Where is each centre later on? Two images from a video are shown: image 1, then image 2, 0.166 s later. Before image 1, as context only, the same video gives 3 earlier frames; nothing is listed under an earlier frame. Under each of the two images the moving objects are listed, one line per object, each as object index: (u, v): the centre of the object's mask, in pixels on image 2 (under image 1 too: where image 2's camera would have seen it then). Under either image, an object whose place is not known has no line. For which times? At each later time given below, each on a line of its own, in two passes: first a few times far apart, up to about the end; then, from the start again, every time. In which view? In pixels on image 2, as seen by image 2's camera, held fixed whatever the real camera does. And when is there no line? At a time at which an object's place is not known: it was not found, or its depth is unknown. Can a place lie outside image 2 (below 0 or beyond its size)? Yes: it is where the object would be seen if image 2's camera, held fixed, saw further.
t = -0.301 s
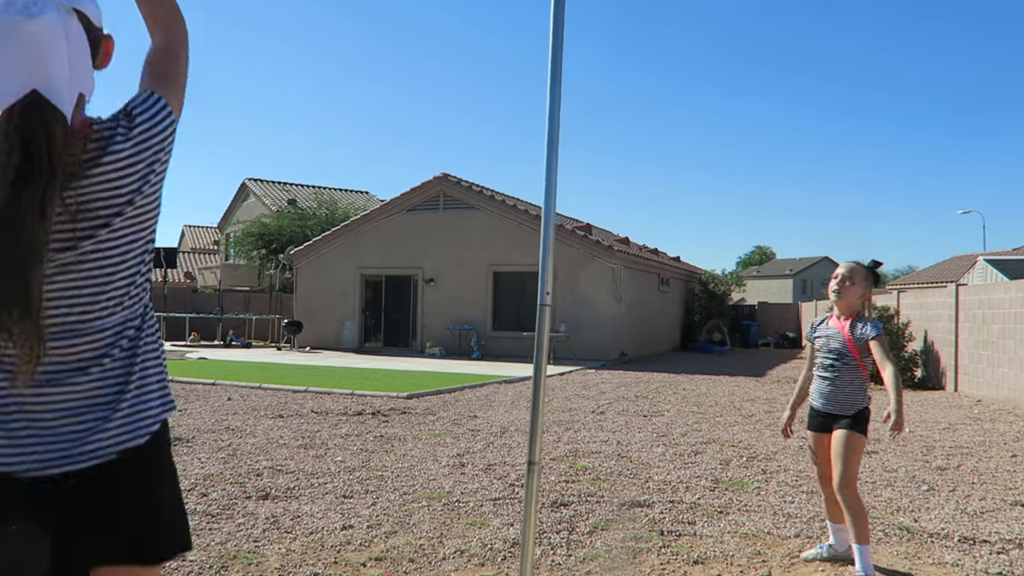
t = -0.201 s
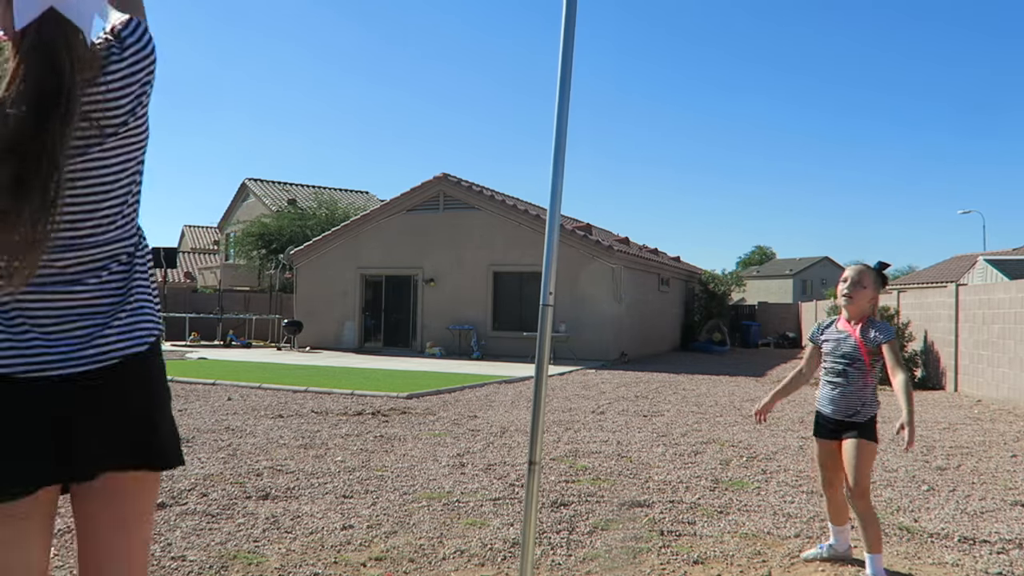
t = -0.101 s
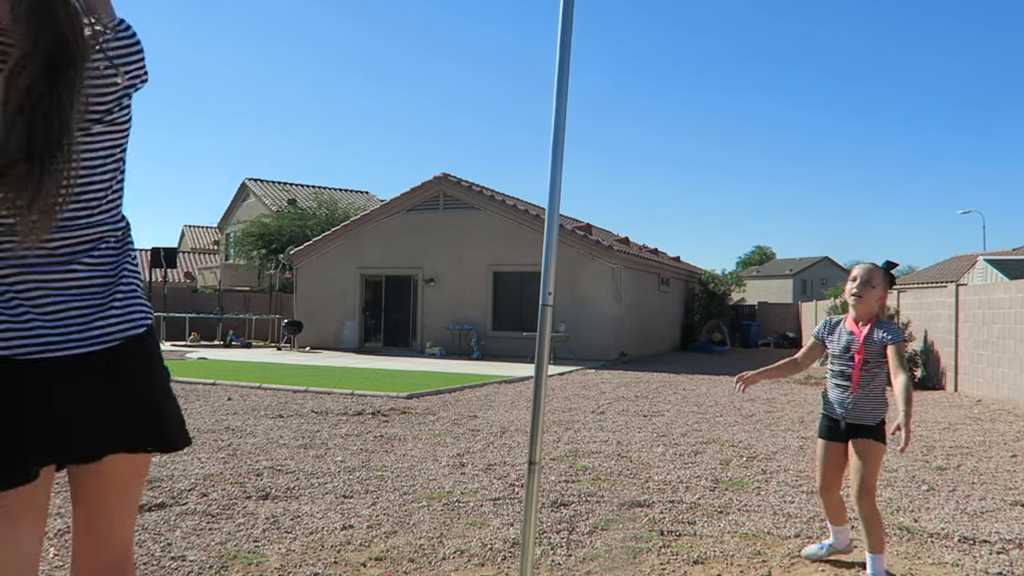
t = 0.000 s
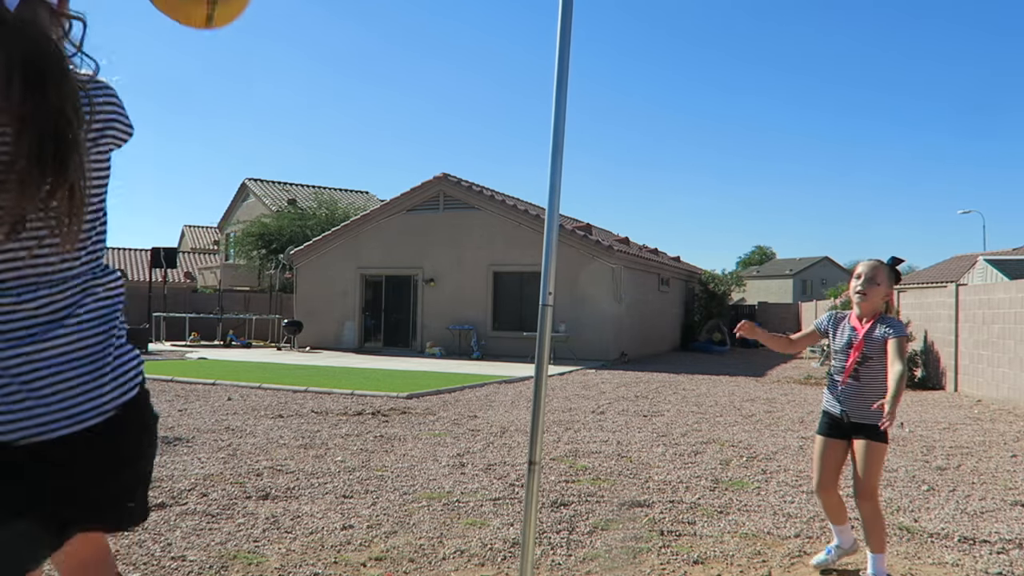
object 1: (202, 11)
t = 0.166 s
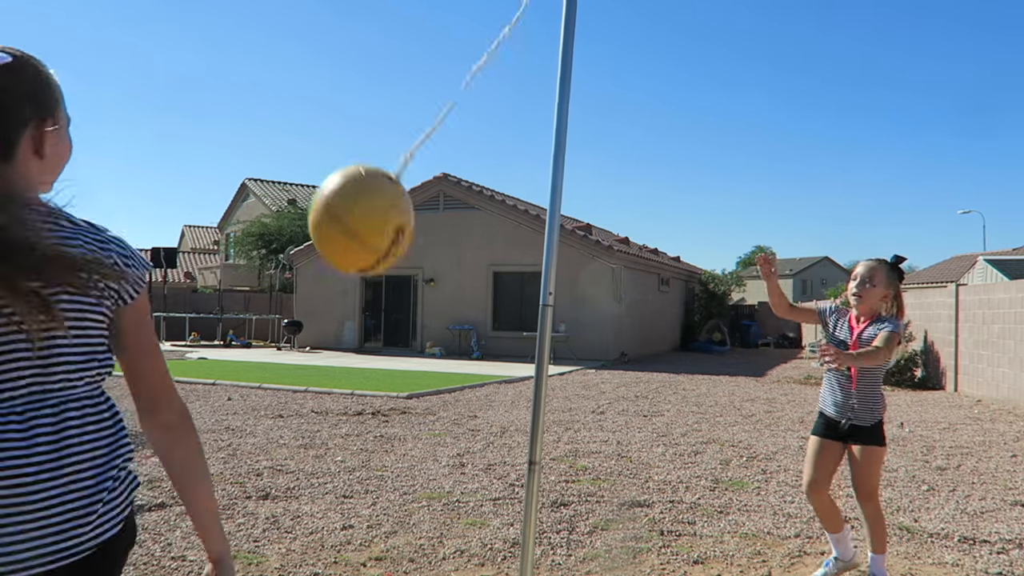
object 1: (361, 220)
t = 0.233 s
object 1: (427, 313)
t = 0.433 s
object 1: (616, 386)
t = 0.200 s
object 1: (393, 273)
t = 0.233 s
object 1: (427, 313)
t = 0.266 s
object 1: (463, 342)
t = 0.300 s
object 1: (501, 358)
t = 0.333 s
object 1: (535, 365)
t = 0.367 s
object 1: (566, 372)
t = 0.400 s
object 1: (592, 380)
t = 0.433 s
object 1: (616, 386)
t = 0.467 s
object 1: (636, 395)
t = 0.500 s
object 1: (652, 393)
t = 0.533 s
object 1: (662, 389)
